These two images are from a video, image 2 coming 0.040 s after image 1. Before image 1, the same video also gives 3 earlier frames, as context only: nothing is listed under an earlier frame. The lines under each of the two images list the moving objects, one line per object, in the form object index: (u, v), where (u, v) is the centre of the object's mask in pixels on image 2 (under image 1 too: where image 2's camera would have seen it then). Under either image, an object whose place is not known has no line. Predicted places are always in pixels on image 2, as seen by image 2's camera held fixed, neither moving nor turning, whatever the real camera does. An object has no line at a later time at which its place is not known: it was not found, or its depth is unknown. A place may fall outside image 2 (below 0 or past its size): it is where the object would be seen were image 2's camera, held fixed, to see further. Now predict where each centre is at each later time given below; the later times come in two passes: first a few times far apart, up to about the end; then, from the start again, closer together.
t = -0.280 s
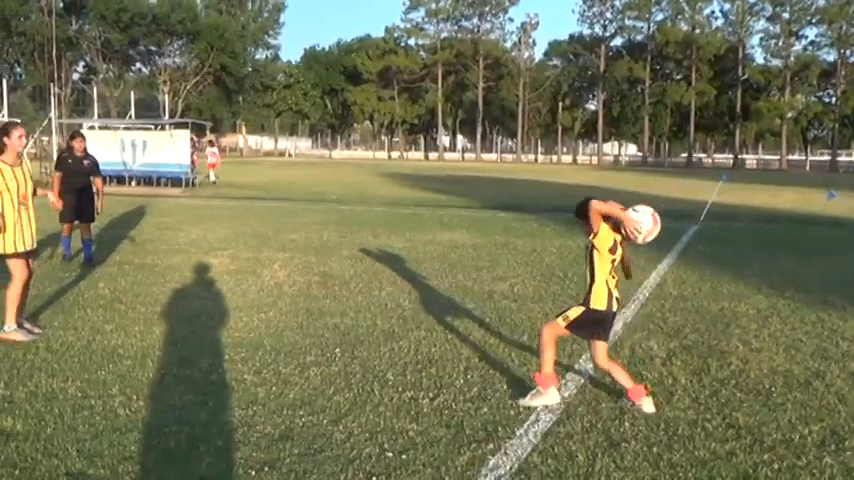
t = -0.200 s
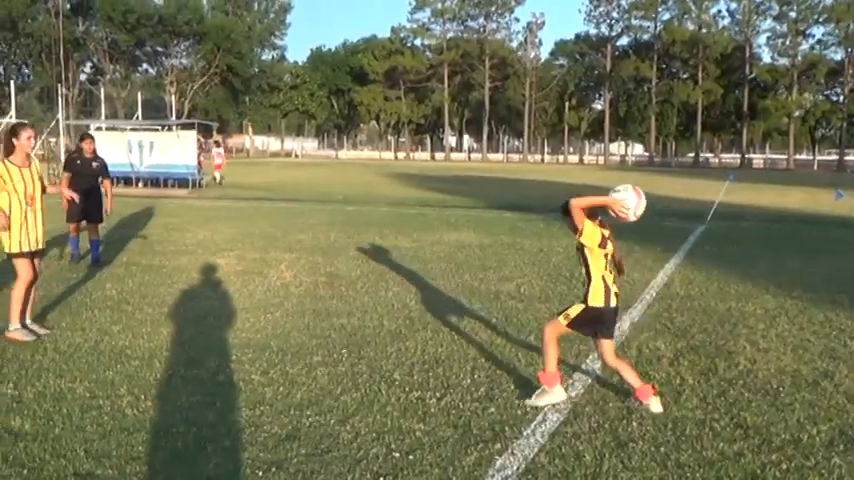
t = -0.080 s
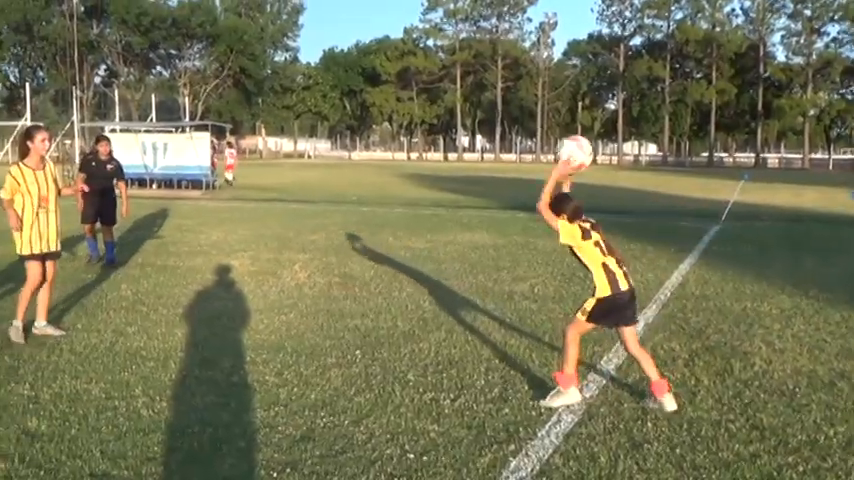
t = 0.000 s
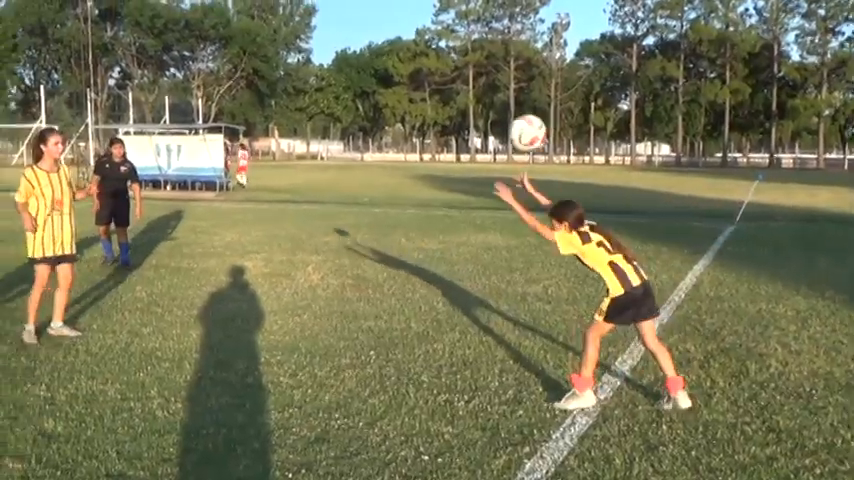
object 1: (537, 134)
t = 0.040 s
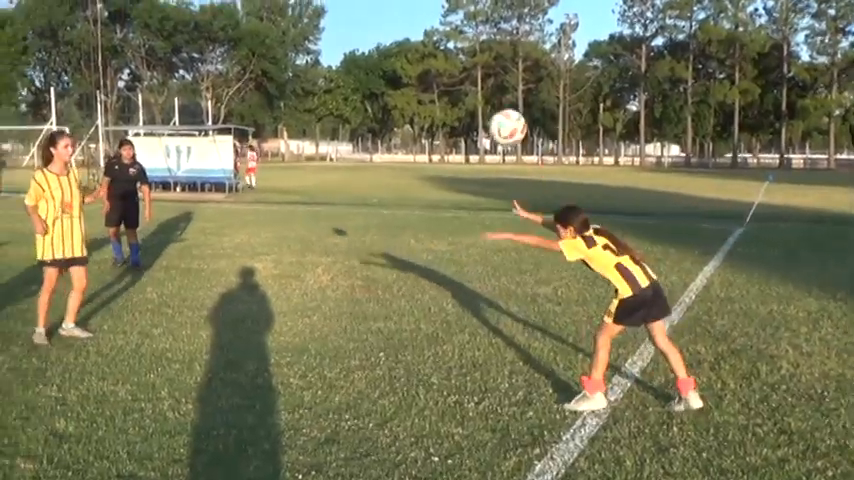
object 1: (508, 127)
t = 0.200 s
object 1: (401, 130)
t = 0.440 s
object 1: (259, 203)
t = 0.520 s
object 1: (218, 243)
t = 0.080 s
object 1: (479, 124)
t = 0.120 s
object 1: (452, 123)
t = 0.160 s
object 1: (426, 125)
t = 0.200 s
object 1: (401, 130)
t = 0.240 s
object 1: (376, 137)
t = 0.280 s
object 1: (352, 145)
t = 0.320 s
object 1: (329, 157)
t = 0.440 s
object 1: (259, 203)
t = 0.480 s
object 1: (238, 222)
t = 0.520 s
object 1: (218, 243)
